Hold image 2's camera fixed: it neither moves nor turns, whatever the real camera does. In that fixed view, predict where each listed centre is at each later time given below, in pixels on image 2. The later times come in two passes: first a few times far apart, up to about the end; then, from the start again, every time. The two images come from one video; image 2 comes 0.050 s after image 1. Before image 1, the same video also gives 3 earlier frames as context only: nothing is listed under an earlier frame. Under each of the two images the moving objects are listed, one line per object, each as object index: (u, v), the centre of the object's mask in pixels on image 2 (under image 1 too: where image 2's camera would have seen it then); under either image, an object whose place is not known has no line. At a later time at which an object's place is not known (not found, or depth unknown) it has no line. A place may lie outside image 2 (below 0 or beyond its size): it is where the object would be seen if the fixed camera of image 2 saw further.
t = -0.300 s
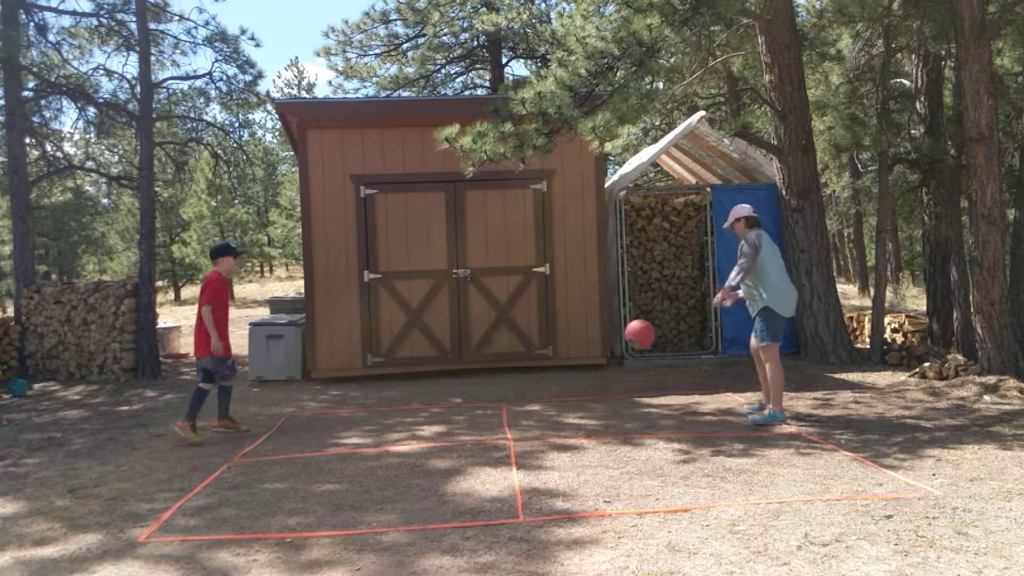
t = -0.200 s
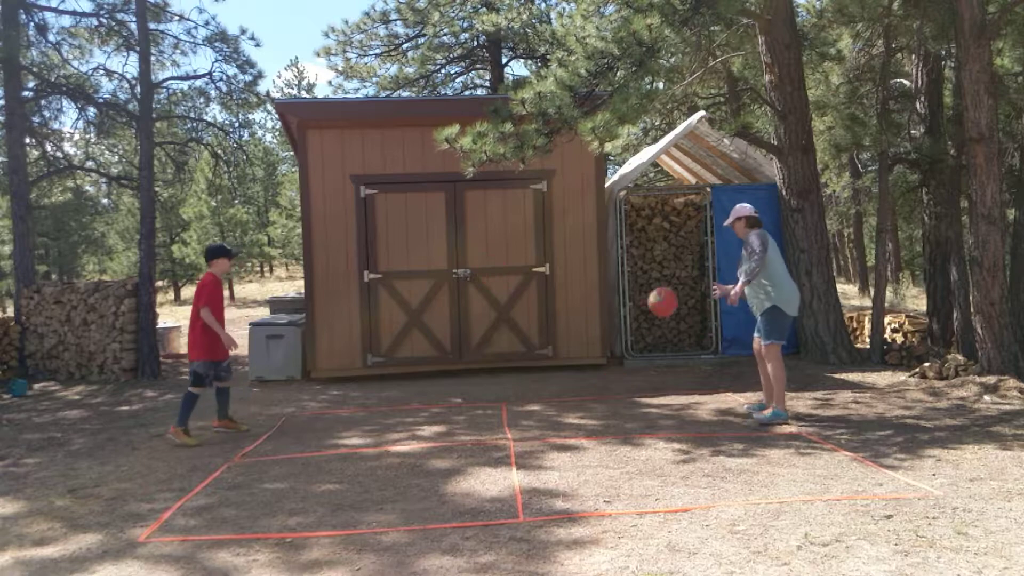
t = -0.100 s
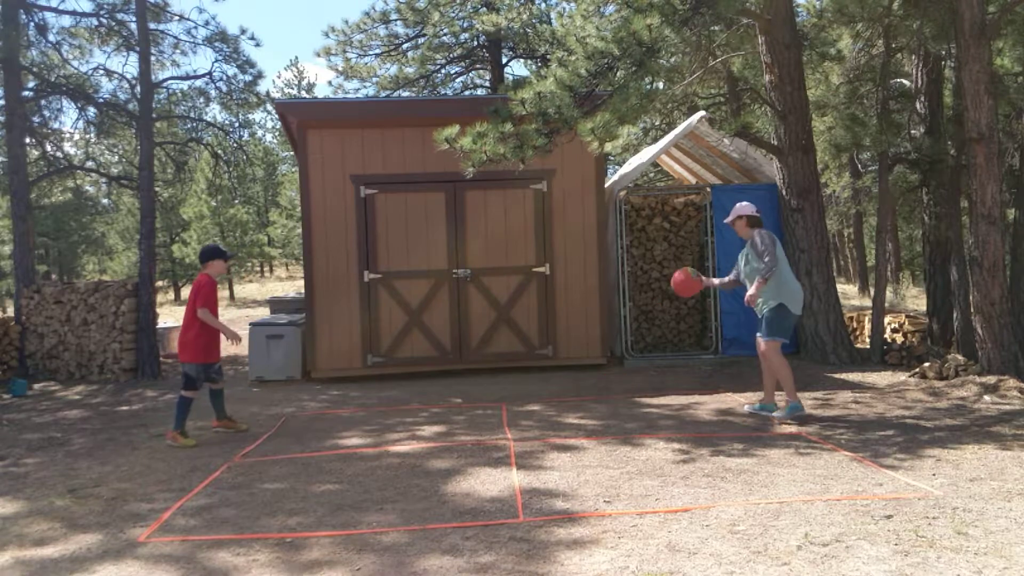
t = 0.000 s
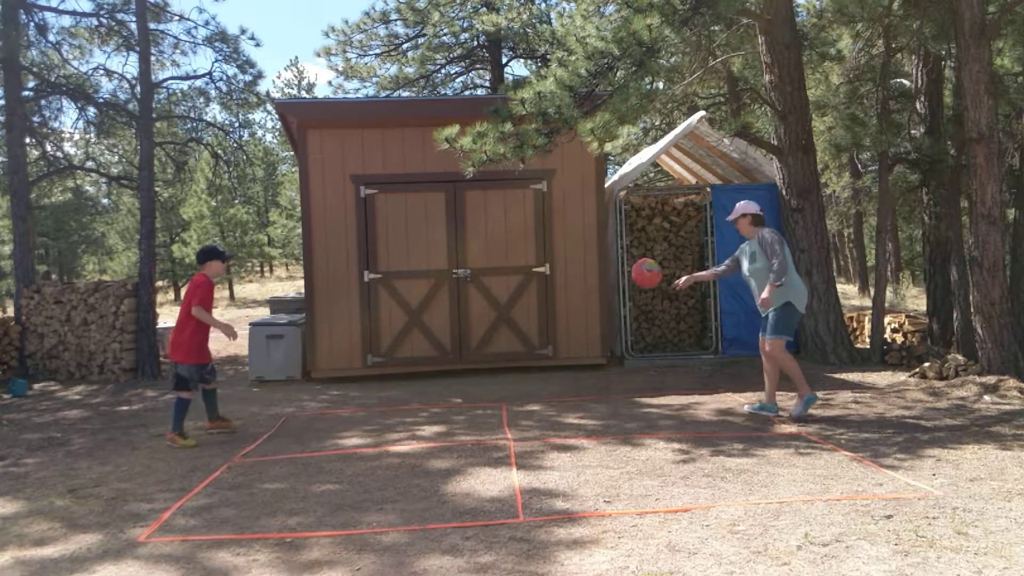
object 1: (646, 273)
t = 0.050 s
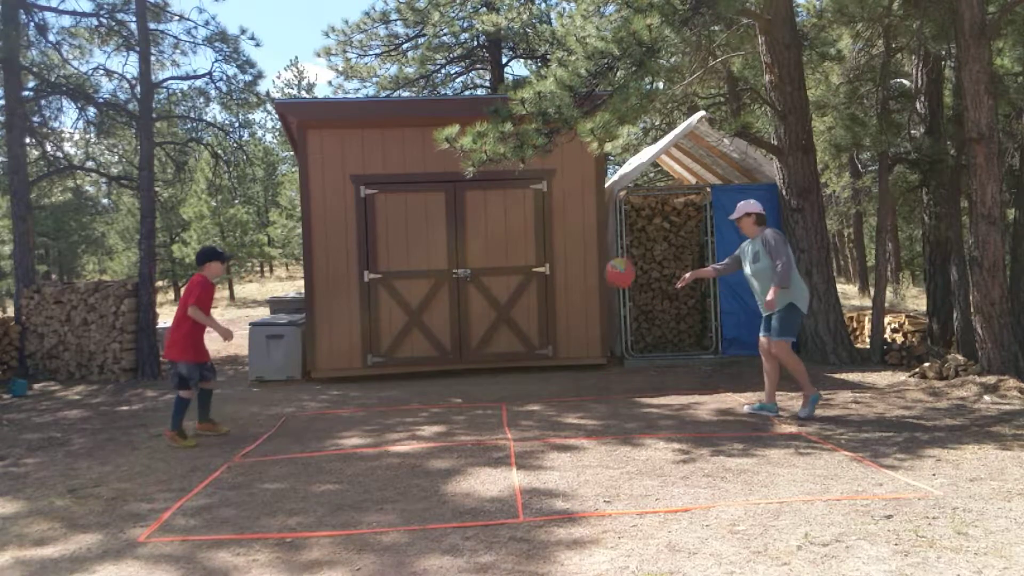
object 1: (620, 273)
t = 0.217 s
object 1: (534, 294)
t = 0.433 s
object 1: (419, 375)
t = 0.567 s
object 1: (363, 399)
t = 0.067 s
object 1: (611, 273)
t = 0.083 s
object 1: (603, 274)
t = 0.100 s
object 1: (595, 275)
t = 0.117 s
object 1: (584, 278)
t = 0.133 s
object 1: (577, 278)
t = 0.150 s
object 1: (569, 280)
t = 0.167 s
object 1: (559, 284)
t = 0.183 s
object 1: (550, 287)
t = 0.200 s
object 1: (542, 290)
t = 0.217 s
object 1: (534, 294)
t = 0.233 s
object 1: (525, 298)
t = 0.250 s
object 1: (516, 302)
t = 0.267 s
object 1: (507, 307)
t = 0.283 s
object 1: (498, 313)
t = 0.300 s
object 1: (490, 318)
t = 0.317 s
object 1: (481, 324)
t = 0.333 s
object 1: (472, 330)
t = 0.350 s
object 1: (463, 337)
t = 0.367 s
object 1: (454, 344)
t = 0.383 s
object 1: (445, 351)
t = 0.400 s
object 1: (436, 359)
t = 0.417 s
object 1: (428, 367)
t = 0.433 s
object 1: (419, 375)
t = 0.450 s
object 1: (410, 384)
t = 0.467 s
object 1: (401, 393)
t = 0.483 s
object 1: (392, 403)
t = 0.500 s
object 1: (384, 414)
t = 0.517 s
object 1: (377, 420)
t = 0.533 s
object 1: (372, 414)
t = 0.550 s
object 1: (367, 406)
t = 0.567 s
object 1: (363, 399)
